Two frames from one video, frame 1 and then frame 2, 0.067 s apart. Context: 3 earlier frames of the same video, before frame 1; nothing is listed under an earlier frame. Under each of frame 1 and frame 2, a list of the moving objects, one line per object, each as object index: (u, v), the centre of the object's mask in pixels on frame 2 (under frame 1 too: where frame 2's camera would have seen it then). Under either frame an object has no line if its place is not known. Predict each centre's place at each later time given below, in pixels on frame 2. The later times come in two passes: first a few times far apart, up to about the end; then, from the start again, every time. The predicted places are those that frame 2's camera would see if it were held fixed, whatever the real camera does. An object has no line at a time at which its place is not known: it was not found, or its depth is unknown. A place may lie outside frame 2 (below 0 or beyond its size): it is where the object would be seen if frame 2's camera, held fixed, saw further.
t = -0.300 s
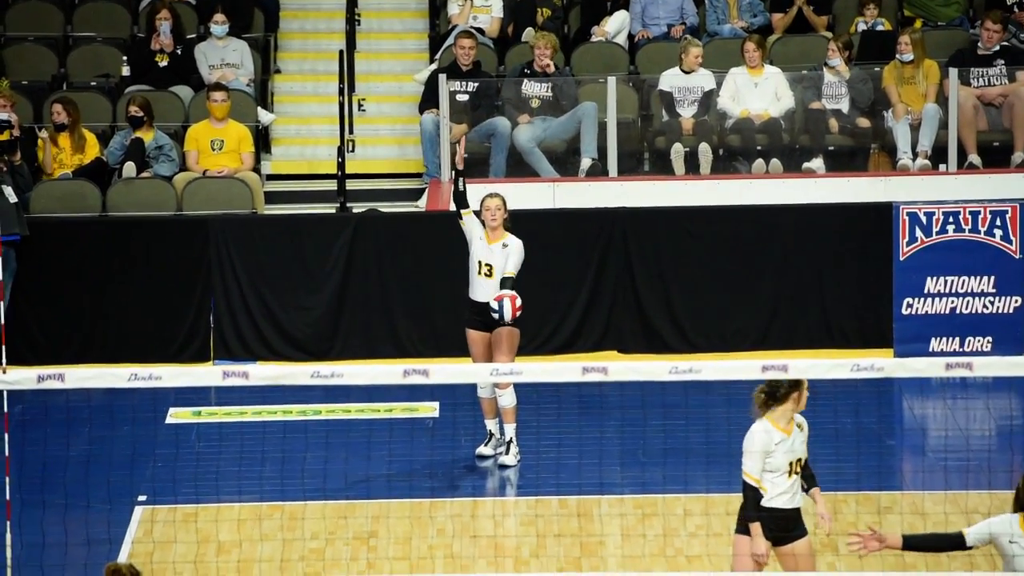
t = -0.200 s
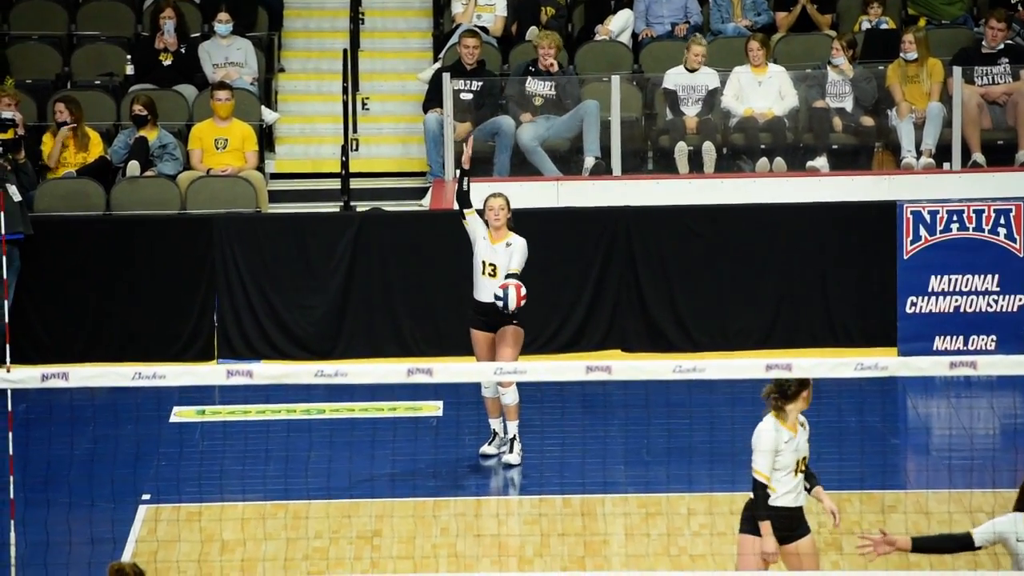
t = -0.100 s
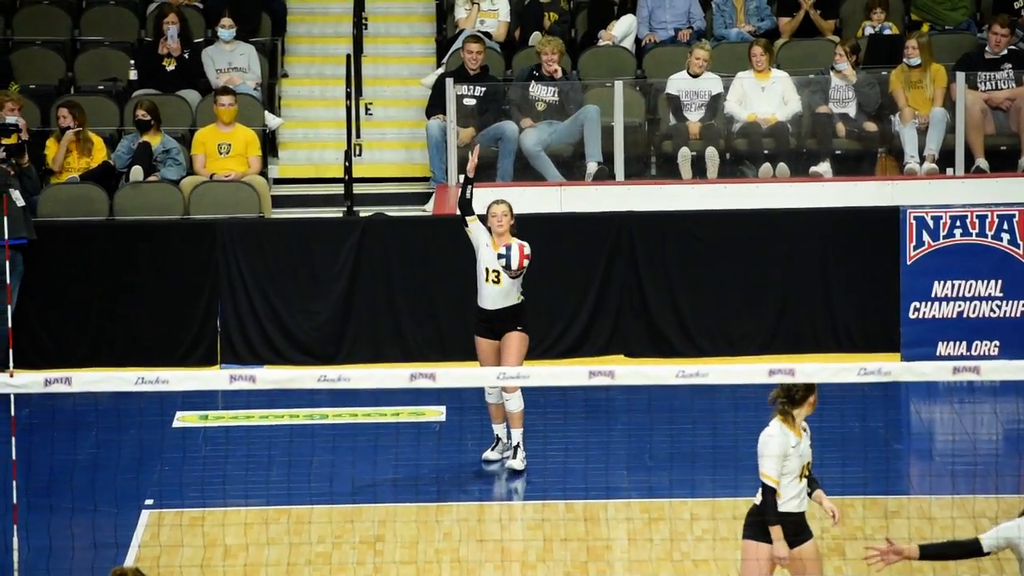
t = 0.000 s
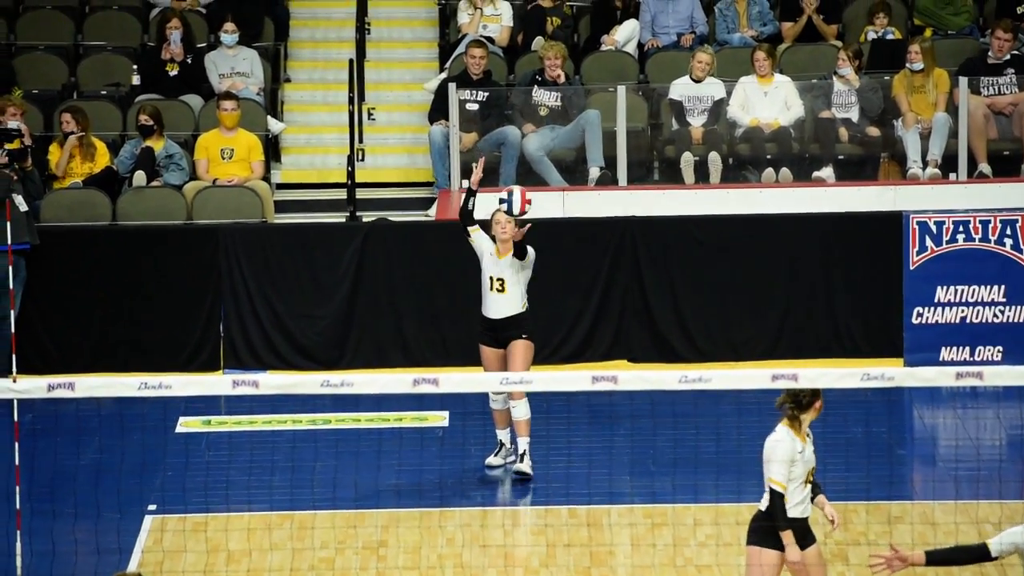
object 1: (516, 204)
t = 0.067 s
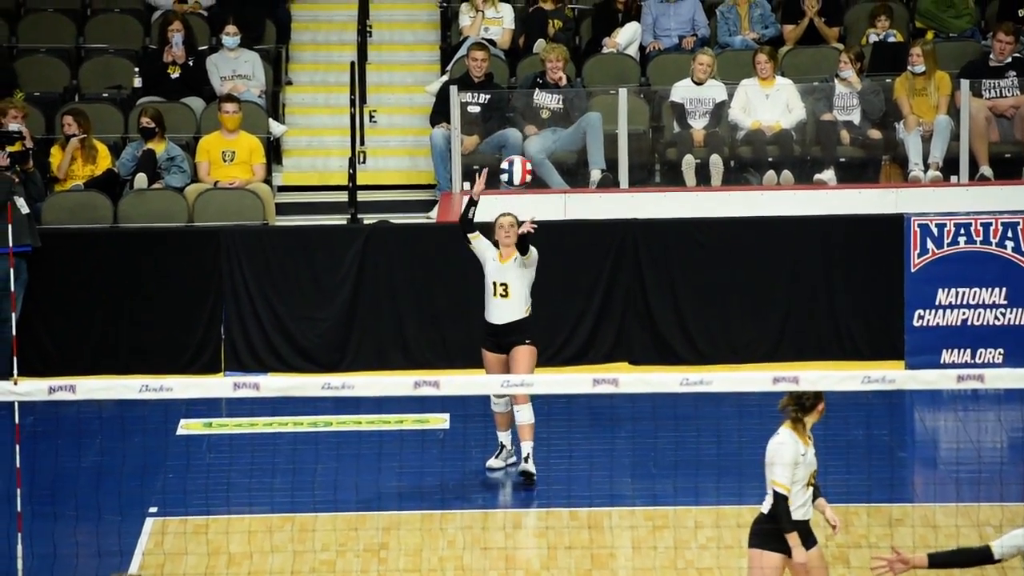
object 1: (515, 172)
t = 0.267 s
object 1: (514, 115)
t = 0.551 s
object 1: (514, 141)
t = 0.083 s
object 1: (515, 165)
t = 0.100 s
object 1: (515, 158)
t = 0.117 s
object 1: (515, 152)
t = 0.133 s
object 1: (515, 146)
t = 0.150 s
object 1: (515, 141)
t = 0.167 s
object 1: (515, 135)
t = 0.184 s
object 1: (514, 131)
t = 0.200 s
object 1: (515, 127)
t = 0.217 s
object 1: (515, 123)
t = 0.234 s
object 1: (514, 120)
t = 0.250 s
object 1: (514, 117)
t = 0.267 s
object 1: (514, 115)
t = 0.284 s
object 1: (514, 113)
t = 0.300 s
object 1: (514, 112)
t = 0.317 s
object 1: (514, 111)
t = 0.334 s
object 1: (514, 110)
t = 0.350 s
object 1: (514, 110)
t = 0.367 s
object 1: (514, 110)
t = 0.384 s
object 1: (514, 111)
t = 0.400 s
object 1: (514, 112)
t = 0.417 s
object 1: (514, 113)
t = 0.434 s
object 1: (514, 115)
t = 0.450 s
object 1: (514, 117)
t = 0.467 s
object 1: (514, 120)
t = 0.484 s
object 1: (514, 123)
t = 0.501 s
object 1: (514, 127)
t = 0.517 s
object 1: (514, 131)
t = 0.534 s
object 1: (514, 135)
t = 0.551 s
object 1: (514, 141)
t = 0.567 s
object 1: (514, 145)
